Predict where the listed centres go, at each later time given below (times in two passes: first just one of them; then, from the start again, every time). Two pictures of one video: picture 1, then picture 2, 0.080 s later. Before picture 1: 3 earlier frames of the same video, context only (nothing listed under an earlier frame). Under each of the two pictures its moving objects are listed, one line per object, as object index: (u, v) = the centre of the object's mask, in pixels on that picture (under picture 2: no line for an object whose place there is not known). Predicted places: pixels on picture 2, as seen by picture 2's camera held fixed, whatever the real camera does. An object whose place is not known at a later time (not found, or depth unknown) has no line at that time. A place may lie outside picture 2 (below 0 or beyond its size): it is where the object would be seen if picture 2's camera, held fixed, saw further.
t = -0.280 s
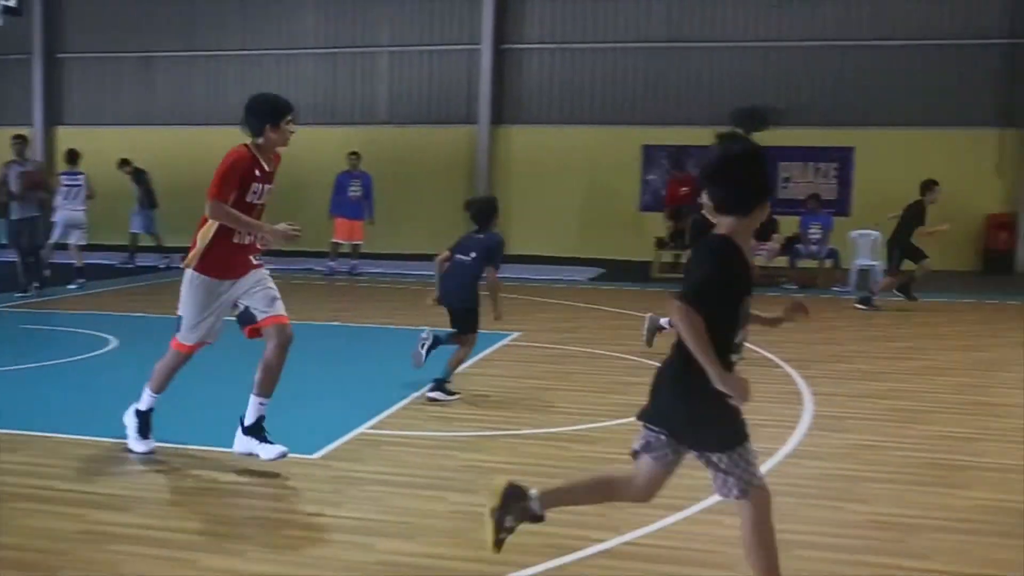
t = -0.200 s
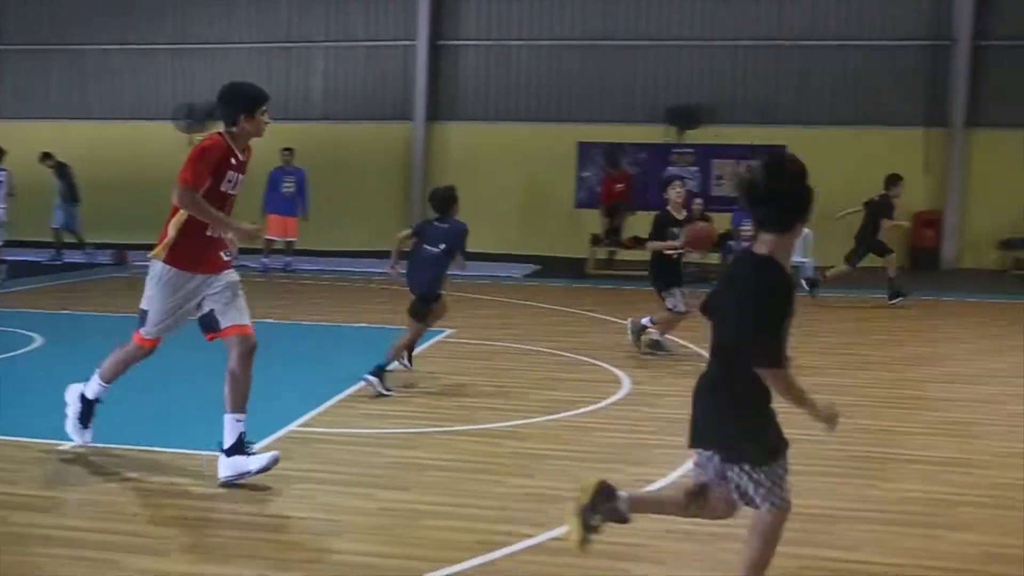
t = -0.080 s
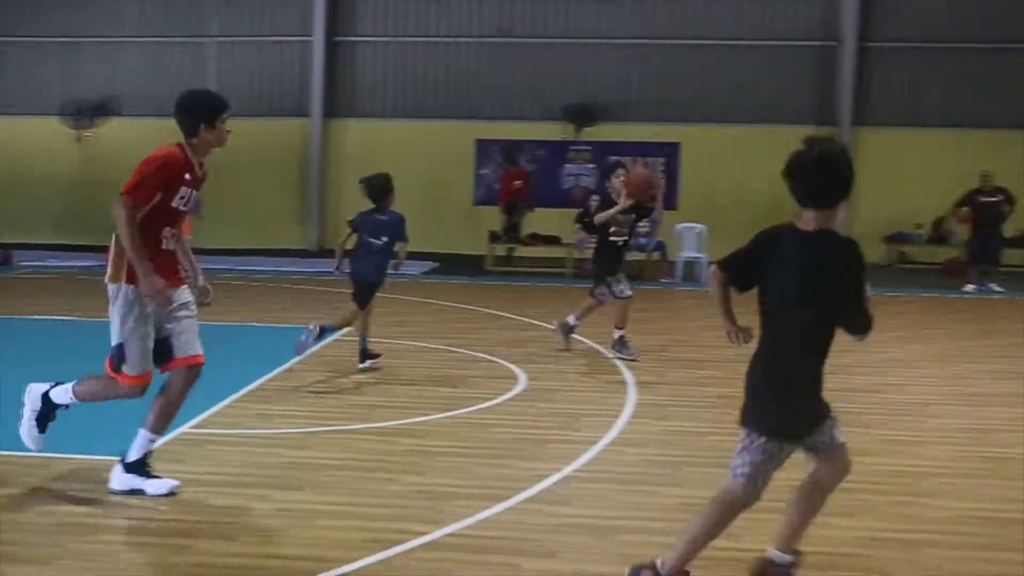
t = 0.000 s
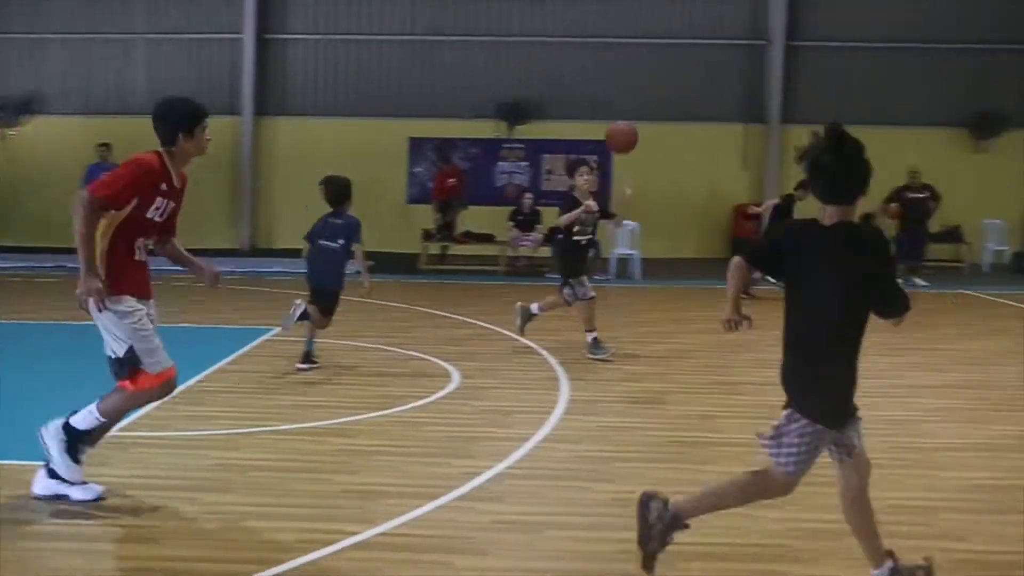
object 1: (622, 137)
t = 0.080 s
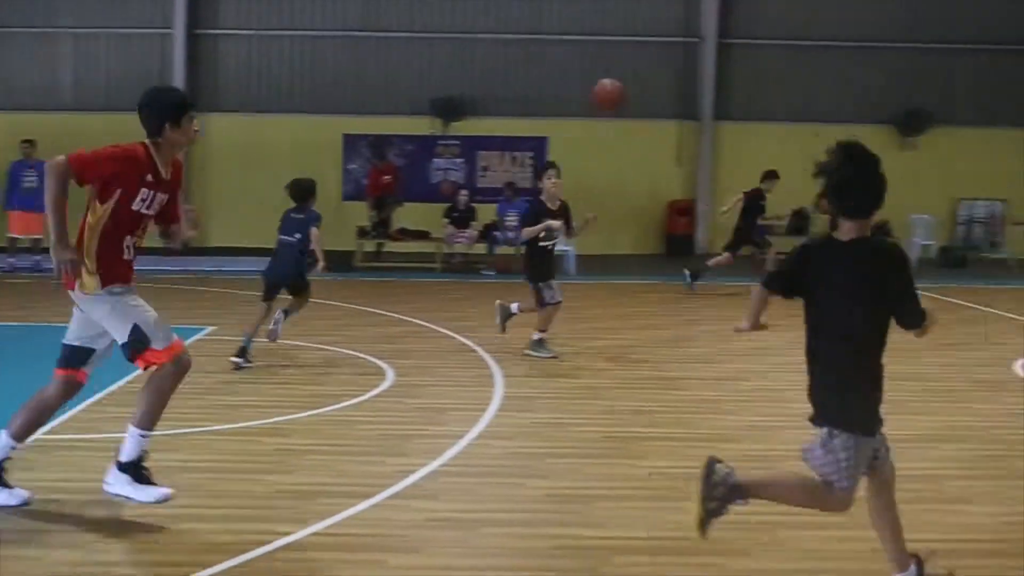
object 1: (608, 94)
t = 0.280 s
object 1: (758, 26)
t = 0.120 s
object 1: (635, 79)
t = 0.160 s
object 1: (662, 63)
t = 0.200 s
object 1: (693, 50)
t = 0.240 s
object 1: (724, 38)
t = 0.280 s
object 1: (758, 26)
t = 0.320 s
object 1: (792, 18)
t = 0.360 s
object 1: (826, 14)
